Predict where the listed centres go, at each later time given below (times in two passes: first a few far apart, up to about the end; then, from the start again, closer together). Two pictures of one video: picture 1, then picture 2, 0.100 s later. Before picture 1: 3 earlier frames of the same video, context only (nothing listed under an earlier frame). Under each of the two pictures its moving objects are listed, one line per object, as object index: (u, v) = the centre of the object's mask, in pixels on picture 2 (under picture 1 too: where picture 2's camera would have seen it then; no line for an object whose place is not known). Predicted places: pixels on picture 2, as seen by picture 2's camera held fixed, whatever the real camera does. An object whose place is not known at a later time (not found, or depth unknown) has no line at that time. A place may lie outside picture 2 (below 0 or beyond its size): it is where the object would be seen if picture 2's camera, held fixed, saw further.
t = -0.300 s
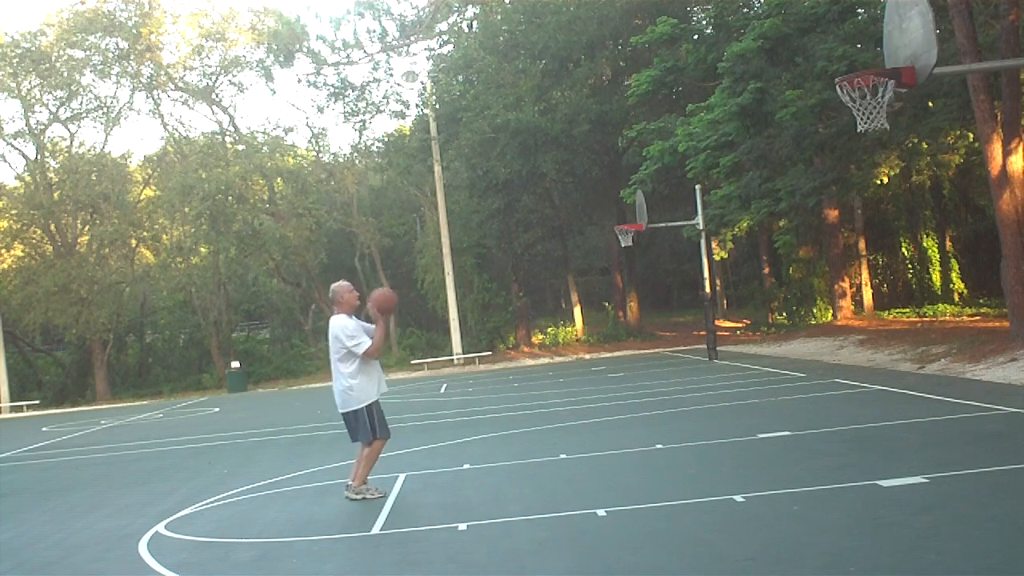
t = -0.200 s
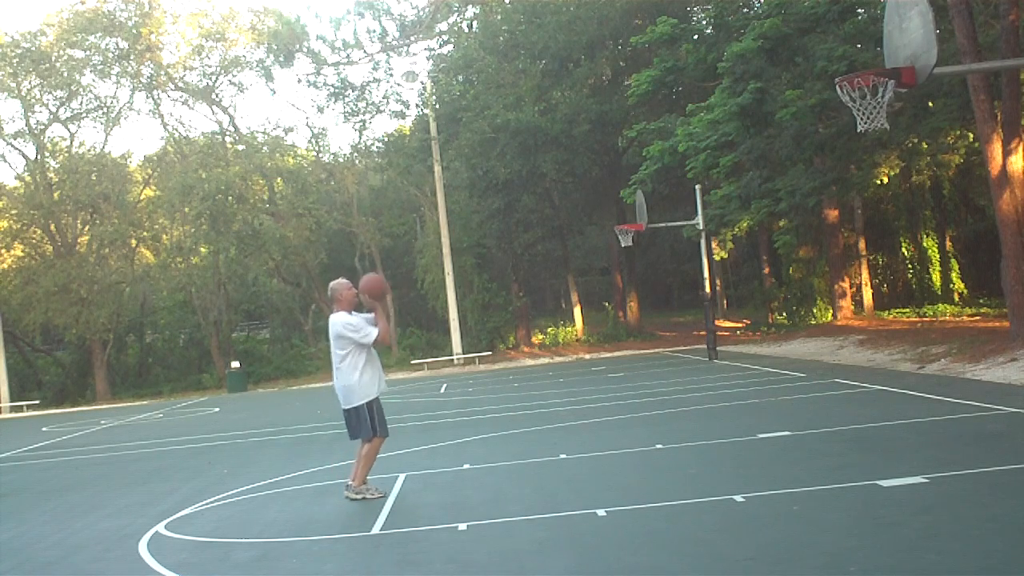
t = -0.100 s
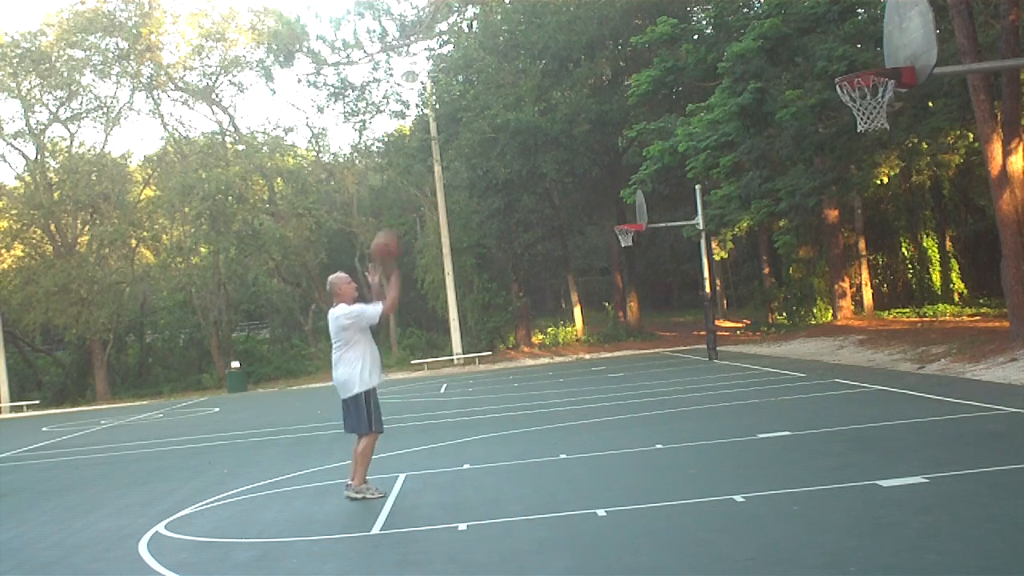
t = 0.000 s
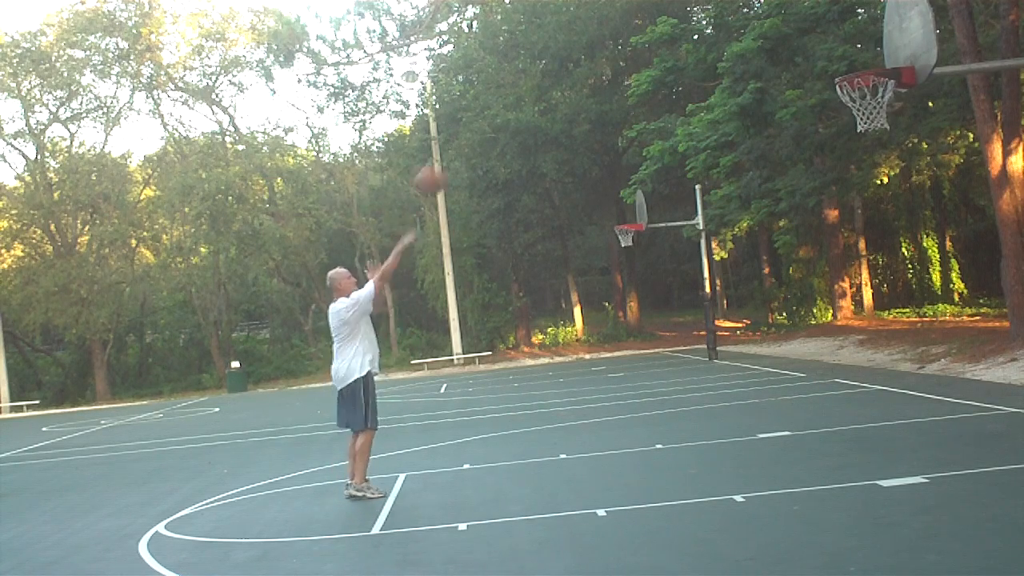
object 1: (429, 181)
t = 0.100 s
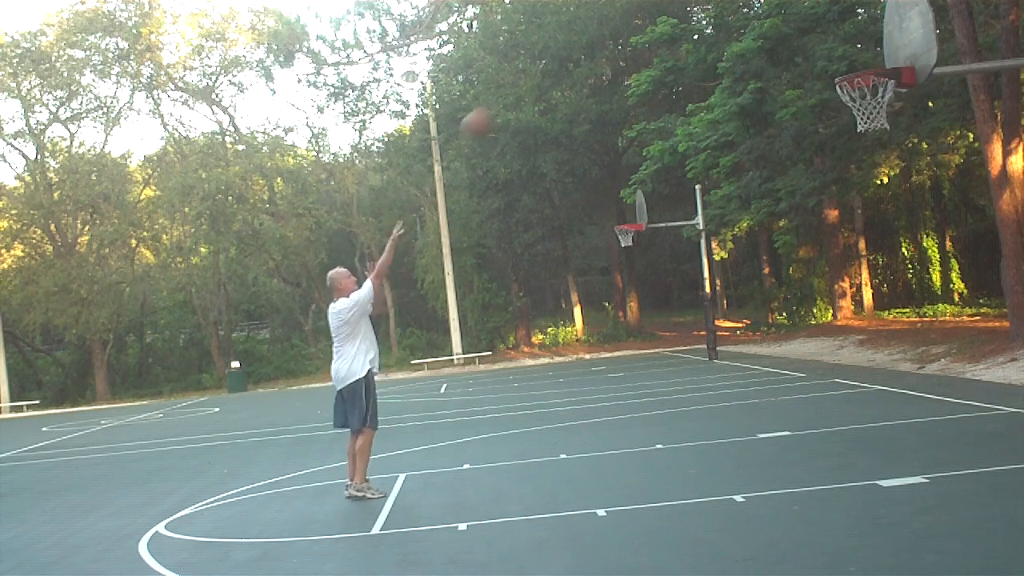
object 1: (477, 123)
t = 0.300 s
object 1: (574, 43)
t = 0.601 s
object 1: (726, 9)
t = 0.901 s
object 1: (870, 63)
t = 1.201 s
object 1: (804, 13)
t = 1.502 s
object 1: (754, 43)
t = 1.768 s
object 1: (719, 168)
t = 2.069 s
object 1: (693, 428)
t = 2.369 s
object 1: (617, 303)
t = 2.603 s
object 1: (560, 234)
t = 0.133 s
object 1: (494, 106)
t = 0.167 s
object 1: (510, 91)
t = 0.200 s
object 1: (526, 76)
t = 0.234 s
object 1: (543, 64)
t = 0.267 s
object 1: (559, 53)
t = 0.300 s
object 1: (574, 43)
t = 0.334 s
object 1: (591, 34)
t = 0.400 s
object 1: (624, 21)
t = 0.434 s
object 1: (641, 14)
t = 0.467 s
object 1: (656, 11)
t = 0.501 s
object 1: (674, 10)
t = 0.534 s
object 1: (689, 8)
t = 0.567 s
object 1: (710, 7)
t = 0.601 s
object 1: (726, 9)
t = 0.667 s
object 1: (760, 13)
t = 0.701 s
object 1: (778, 17)
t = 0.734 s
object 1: (797, 24)
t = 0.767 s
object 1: (813, 30)
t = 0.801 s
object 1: (831, 38)
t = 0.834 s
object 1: (849, 49)
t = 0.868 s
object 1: (868, 60)
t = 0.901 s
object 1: (870, 63)
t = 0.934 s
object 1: (858, 61)
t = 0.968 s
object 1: (848, 59)
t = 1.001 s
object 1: (841, 48)
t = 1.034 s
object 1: (835, 38)
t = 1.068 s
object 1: (829, 31)
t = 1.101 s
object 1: (822, 24)
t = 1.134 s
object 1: (816, 18)
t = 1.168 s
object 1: (810, 14)
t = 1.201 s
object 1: (804, 13)
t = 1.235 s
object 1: (798, 11)
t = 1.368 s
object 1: (775, 15)
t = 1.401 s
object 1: (770, 20)
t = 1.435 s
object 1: (765, 27)
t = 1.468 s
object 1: (760, 35)
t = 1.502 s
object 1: (754, 43)
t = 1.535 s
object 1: (750, 54)
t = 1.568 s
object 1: (745, 66)
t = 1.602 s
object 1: (740, 79)
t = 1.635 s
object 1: (735, 94)
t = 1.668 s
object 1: (731, 110)
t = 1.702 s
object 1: (727, 129)
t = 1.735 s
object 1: (723, 147)
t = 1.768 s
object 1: (719, 168)
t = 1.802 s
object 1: (716, 190)
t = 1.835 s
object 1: (713, 214)
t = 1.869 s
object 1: (707, 239)
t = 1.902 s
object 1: (702, 269)
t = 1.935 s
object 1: (700, 296)
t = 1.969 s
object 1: (697, 323)
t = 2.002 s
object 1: (698, 363)
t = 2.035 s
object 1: (695, 394)
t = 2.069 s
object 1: (693, 428)
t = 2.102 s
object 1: (690, 460)
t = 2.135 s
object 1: (681, 438)
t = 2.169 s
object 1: (674, 416)
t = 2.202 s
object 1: (664, 394)
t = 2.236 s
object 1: (655, 373)
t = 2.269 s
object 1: (646, 353)
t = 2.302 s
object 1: (637, 335)
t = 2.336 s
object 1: (628, 319)
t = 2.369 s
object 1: (617, 303)
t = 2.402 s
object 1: (611, 290)
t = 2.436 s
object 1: (602, 277)
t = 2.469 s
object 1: (593, 265)
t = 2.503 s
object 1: (585, 255)
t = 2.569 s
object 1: (568, 239)
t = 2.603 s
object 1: (560, 234)
